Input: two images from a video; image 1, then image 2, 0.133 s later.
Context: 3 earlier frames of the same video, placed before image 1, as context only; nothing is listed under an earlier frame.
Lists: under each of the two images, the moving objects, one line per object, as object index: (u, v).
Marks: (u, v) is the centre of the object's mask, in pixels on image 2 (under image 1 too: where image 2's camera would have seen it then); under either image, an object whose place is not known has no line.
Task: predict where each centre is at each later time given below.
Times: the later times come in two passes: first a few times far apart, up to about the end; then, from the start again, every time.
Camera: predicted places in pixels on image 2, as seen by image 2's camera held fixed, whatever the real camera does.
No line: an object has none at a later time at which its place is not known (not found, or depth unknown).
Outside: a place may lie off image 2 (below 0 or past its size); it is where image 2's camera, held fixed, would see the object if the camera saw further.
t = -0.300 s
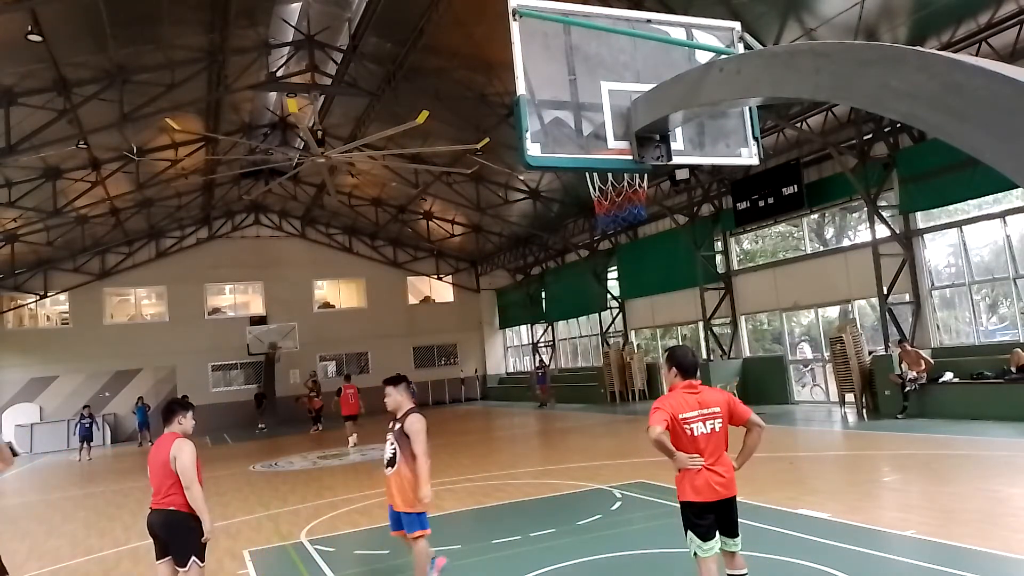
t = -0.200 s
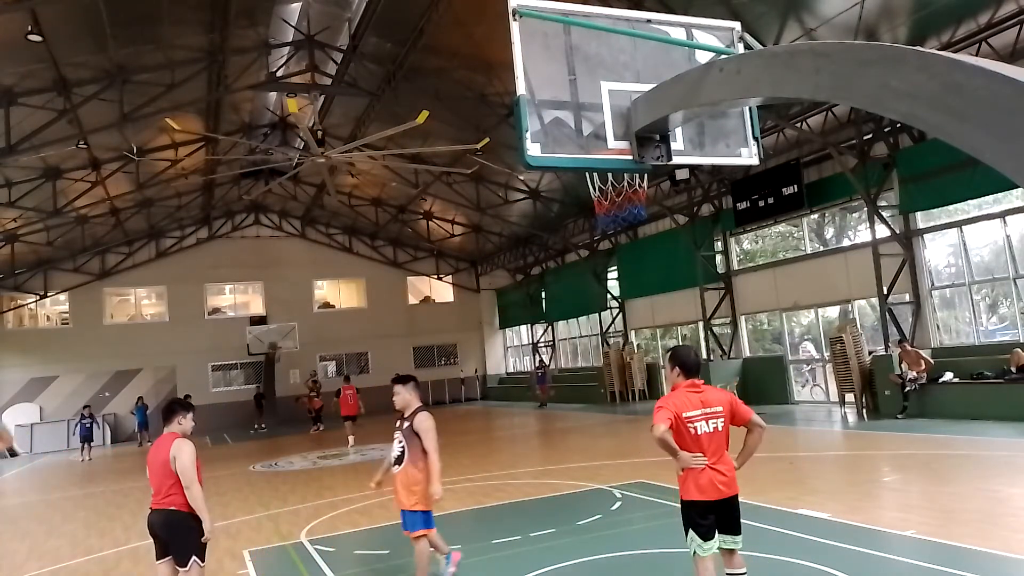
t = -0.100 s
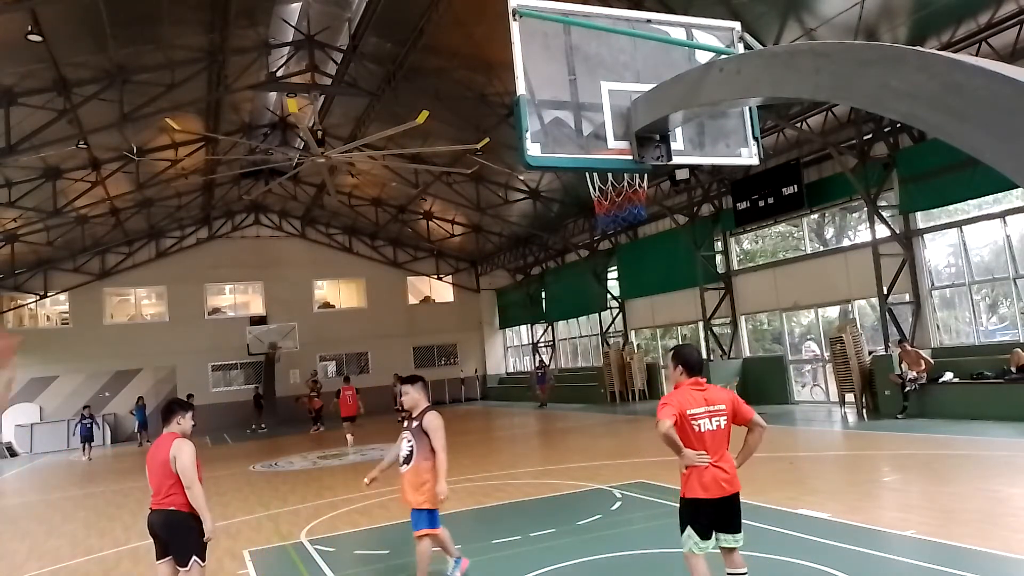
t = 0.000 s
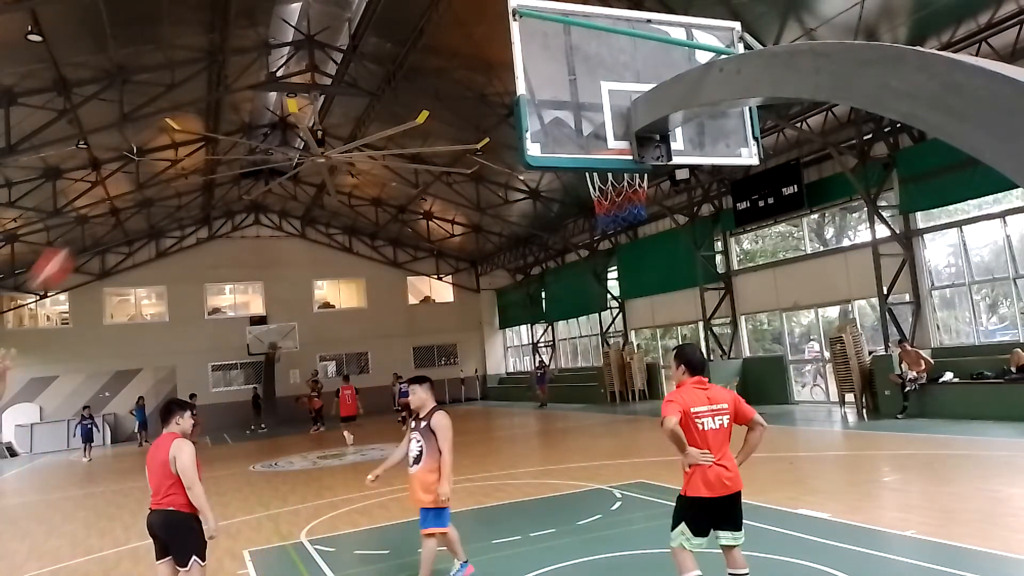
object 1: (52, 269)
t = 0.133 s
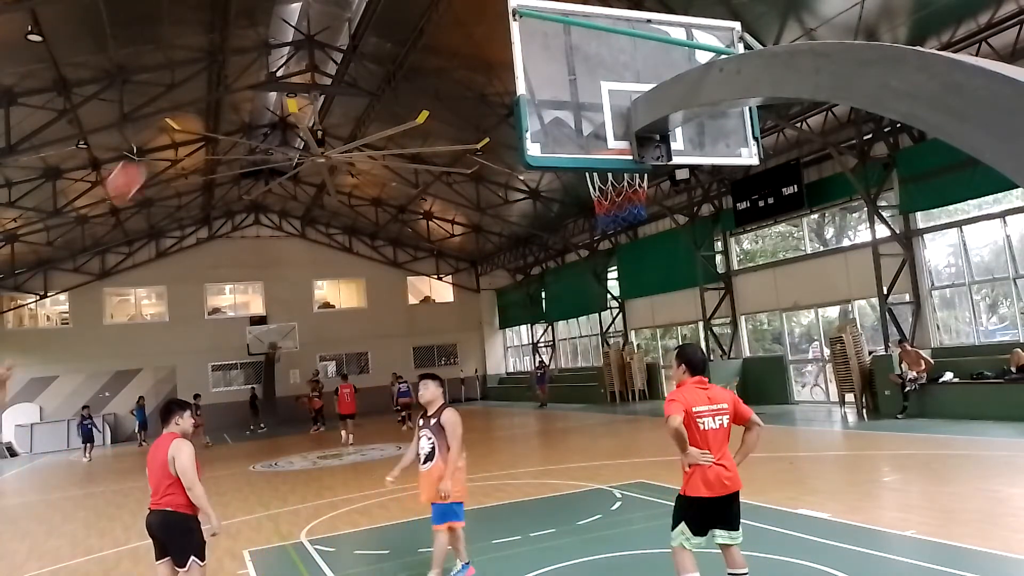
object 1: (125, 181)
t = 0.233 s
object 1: (178, 129)
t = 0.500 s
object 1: (322, 53)
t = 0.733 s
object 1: (456, 53)
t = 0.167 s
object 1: (142, 162)
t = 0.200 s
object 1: (159, 146)
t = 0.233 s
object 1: (178, 129)
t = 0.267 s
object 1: (196, 115)
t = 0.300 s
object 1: (214, 103)
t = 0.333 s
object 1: (231, 91)
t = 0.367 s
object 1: (249, 81)
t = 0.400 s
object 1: (268, 72)
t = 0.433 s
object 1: (287, 64)
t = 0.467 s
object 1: (306, 57)
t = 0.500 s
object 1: (322, 53)
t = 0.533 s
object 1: (343, 49)
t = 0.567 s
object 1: (362, 47)
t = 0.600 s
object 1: (380, 45)
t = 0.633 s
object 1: (399, 45)
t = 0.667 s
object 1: (418, 46)
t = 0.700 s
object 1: (438, 49)
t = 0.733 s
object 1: (456, 53)
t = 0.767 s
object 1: (476, 59)
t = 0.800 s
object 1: (494, 66)
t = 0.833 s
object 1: (505, 74)
